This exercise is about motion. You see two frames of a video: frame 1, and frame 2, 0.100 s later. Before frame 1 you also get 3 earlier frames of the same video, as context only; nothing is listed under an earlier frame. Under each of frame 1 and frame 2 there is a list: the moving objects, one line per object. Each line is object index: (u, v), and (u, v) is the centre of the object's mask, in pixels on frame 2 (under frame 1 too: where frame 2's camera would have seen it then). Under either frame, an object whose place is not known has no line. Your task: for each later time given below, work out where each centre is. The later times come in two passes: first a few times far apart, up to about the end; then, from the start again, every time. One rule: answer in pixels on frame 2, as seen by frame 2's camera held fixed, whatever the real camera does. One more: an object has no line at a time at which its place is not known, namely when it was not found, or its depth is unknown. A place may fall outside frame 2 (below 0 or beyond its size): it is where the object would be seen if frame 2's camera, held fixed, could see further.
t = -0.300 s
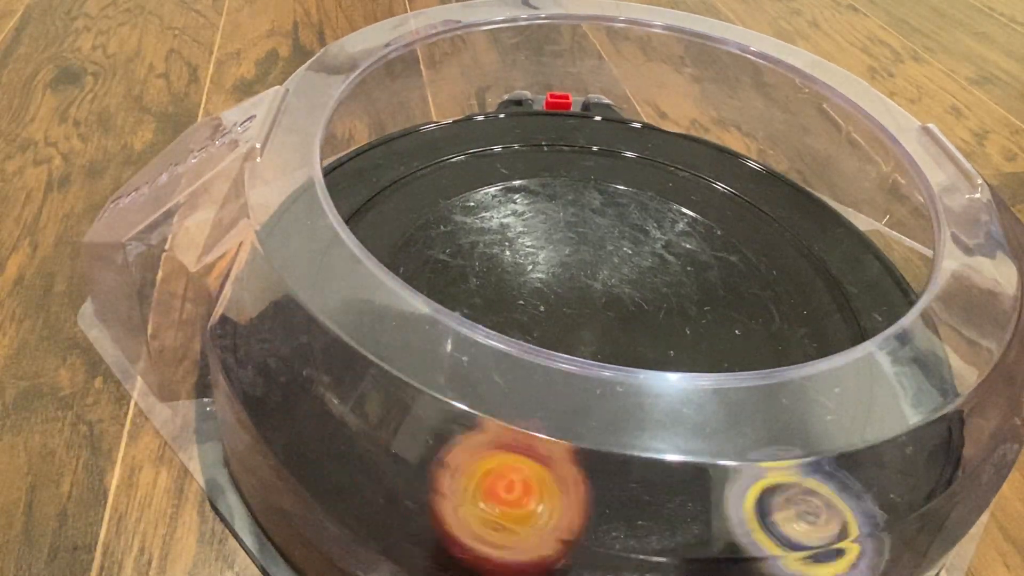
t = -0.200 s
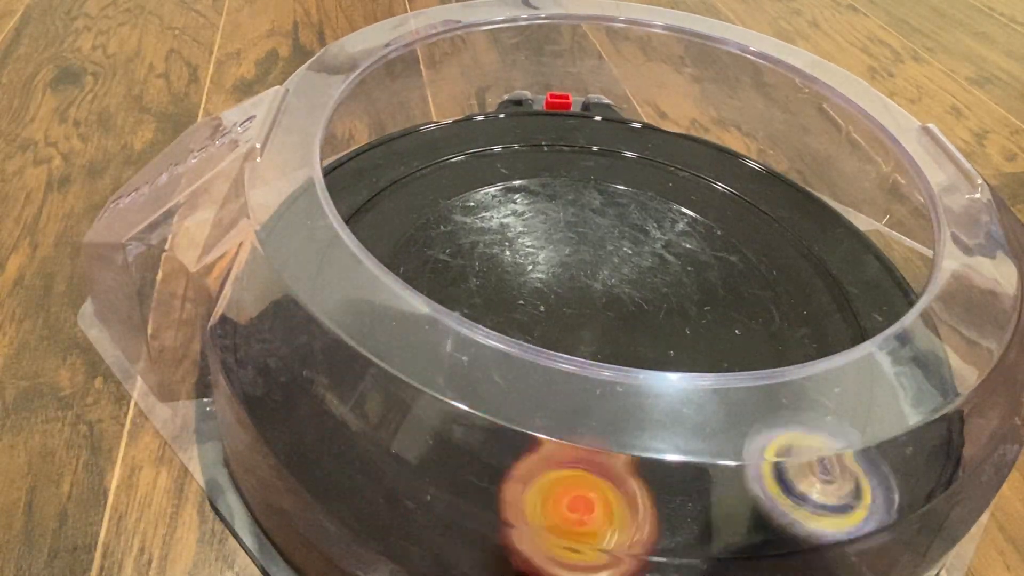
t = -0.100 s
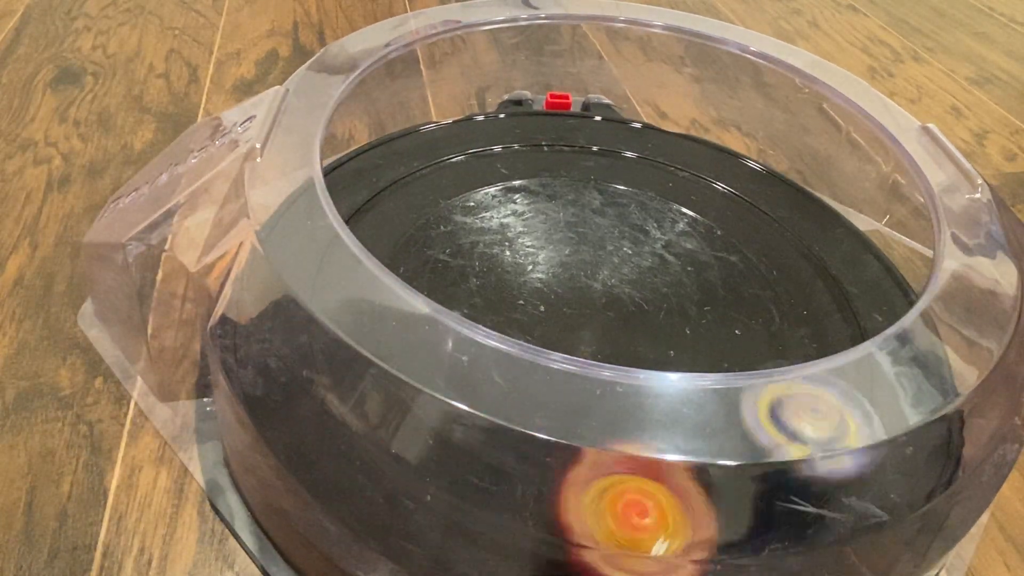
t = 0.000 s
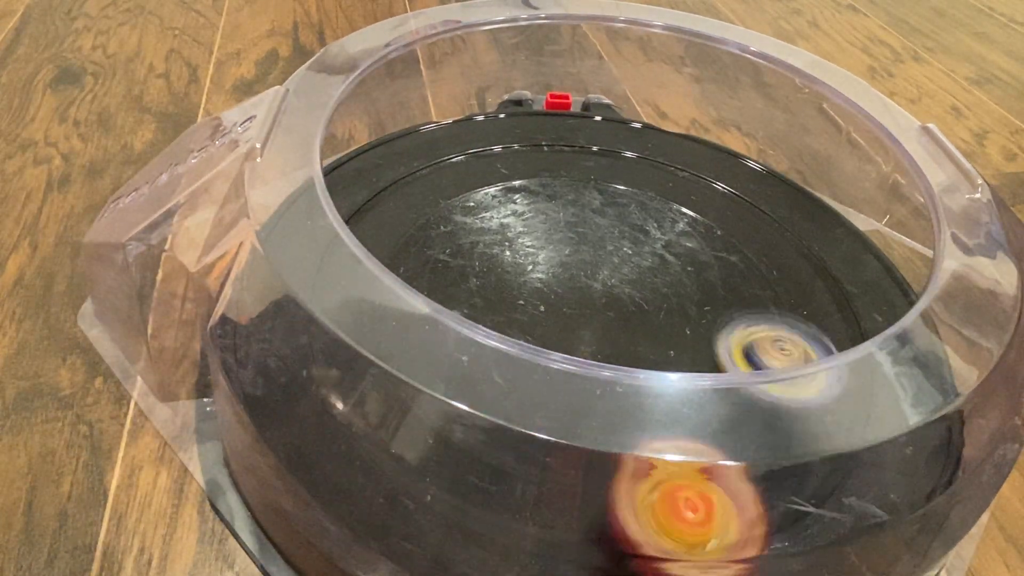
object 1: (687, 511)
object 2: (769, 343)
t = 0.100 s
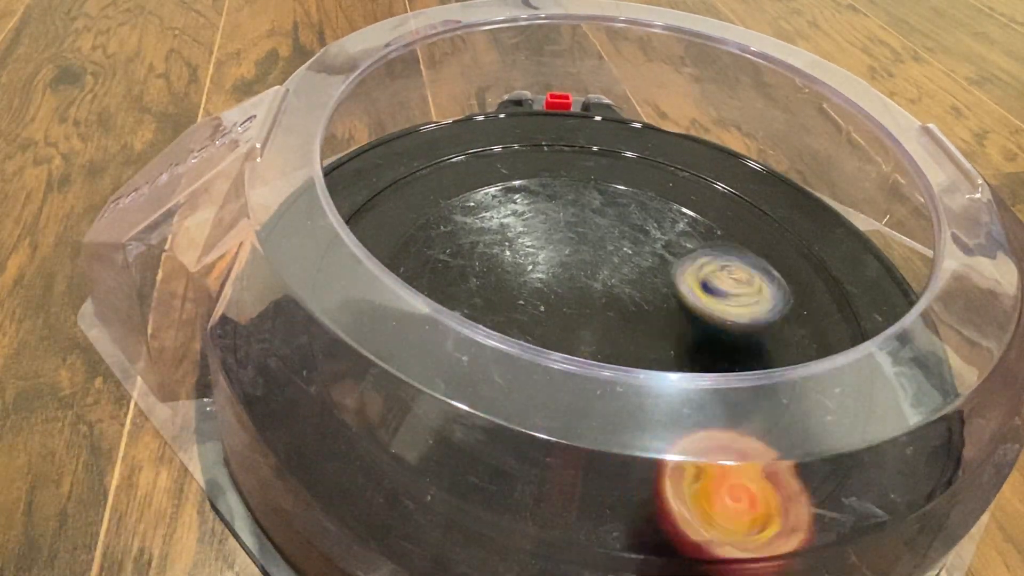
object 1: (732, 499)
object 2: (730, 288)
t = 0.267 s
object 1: (791, 468)
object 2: (574, 181)
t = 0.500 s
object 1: (841, 408)
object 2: (360, 169)
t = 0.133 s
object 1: (746, 496)
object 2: (706, 261)
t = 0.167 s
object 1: (759, 490)
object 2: (677, 237)
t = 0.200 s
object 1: (771, 484)
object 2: (644, 214)
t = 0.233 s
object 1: (782, 477)
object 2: (609, 196)
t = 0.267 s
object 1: (791, 468)
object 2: (574, 181)
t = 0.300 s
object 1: (803, 460)
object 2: (538, 170)
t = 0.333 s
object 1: (810, 451)
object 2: (503, 162)
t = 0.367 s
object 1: (818, 442)
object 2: (467, 158)
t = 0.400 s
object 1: (825, 434)
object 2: (435, 162)
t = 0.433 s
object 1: (832, 425)
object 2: (403, 164)
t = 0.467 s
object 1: (838, 417)
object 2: (372, 168)
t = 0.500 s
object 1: (841, 408)
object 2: (360, 169)
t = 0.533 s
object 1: (840, 391)
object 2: (339, 177)
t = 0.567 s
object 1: (841, 379)
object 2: (311, 186)
